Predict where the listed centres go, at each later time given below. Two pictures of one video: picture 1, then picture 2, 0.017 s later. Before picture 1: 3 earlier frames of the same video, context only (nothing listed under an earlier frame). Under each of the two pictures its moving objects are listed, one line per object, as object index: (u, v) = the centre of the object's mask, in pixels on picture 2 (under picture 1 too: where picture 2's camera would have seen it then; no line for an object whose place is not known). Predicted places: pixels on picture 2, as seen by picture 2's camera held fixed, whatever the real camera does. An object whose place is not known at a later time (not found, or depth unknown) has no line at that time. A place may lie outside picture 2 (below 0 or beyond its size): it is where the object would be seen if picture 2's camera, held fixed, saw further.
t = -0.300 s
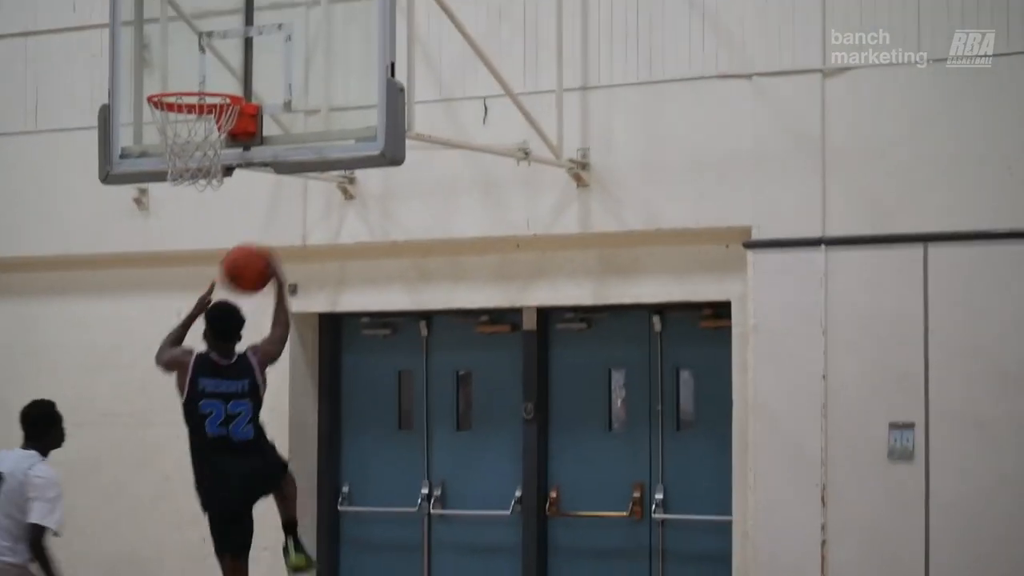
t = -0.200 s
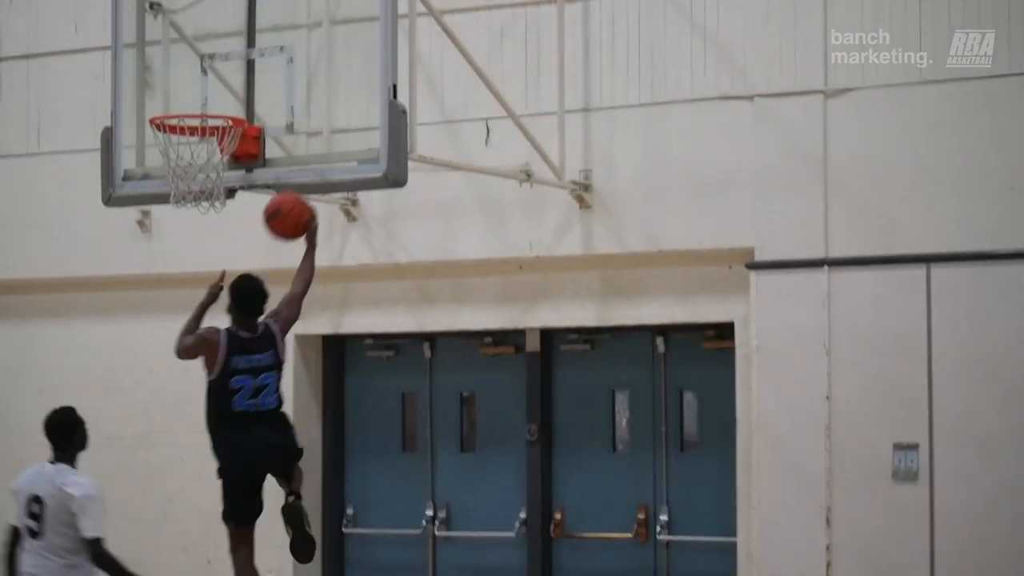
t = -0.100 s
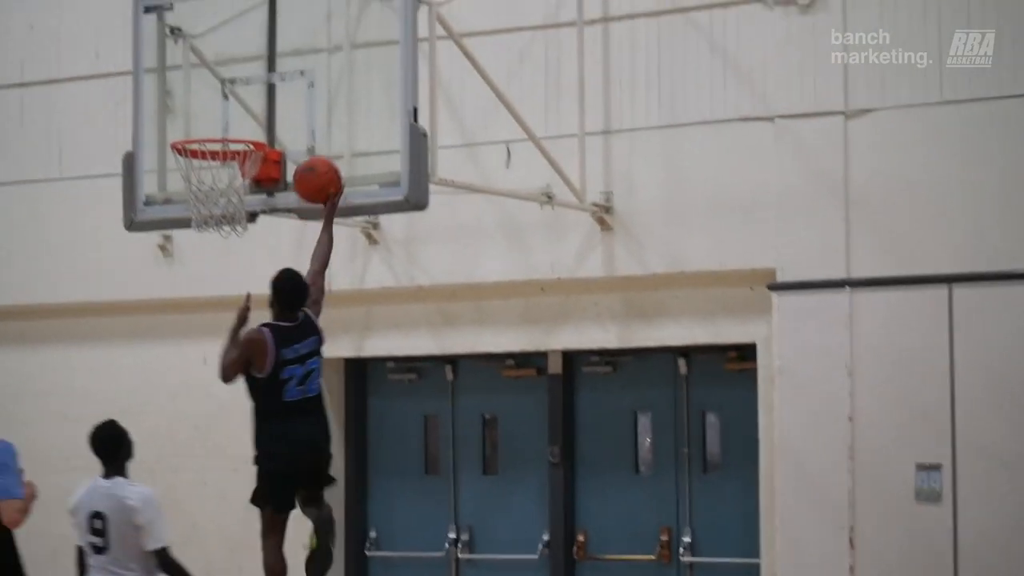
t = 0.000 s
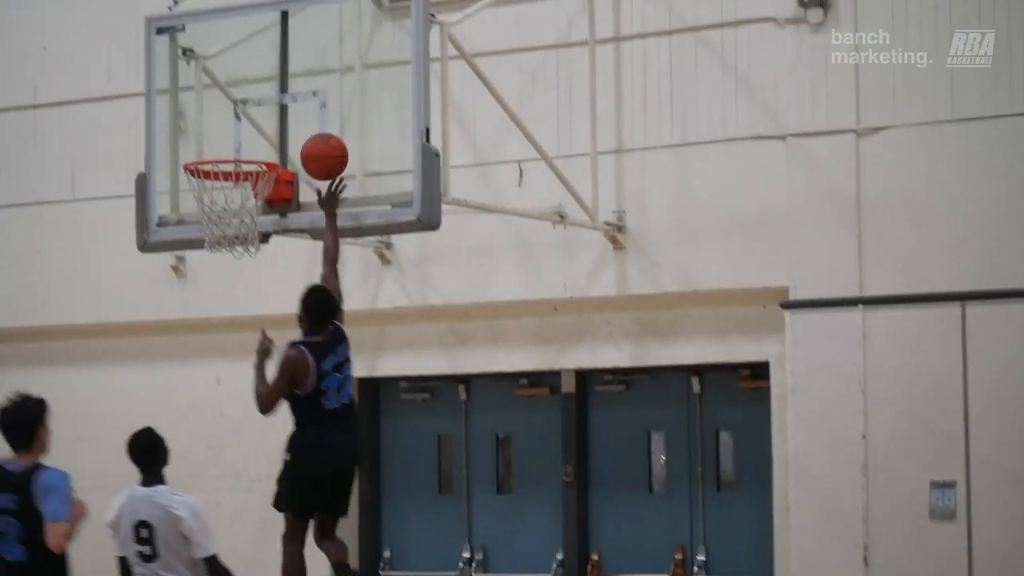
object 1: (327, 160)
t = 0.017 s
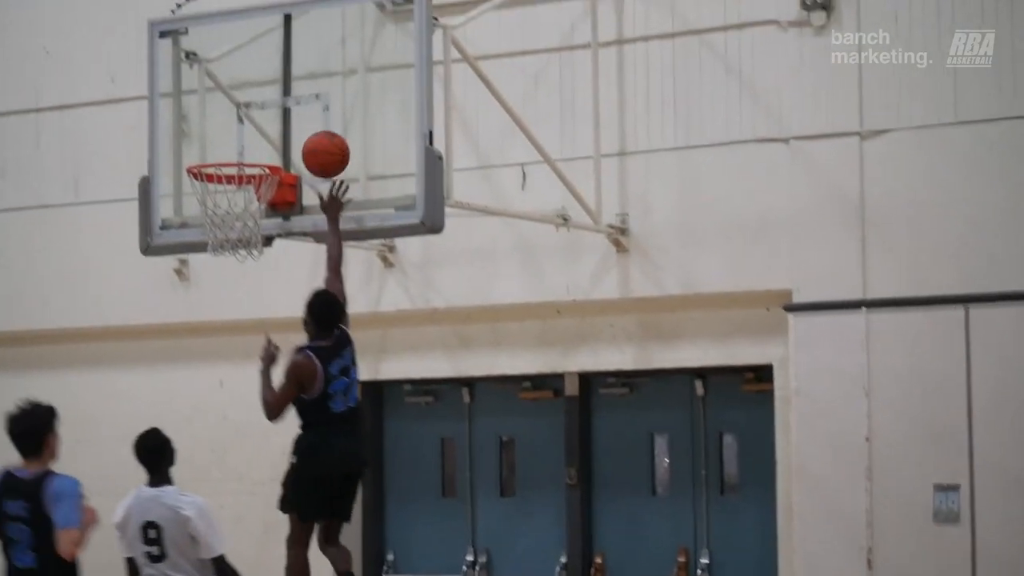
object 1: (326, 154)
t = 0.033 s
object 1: (323, 149)
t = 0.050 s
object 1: (321, 145)
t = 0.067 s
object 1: (319, 140)
